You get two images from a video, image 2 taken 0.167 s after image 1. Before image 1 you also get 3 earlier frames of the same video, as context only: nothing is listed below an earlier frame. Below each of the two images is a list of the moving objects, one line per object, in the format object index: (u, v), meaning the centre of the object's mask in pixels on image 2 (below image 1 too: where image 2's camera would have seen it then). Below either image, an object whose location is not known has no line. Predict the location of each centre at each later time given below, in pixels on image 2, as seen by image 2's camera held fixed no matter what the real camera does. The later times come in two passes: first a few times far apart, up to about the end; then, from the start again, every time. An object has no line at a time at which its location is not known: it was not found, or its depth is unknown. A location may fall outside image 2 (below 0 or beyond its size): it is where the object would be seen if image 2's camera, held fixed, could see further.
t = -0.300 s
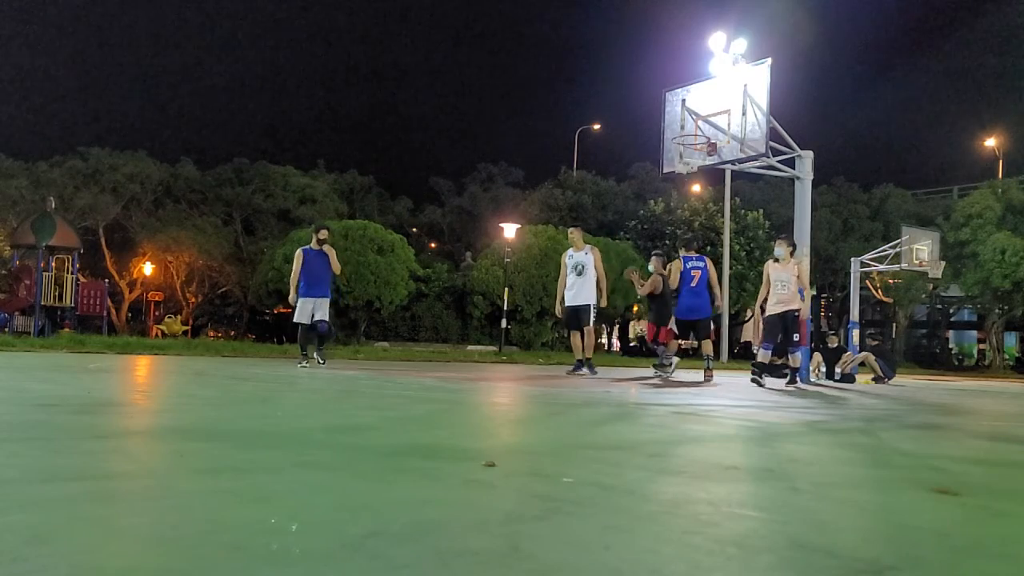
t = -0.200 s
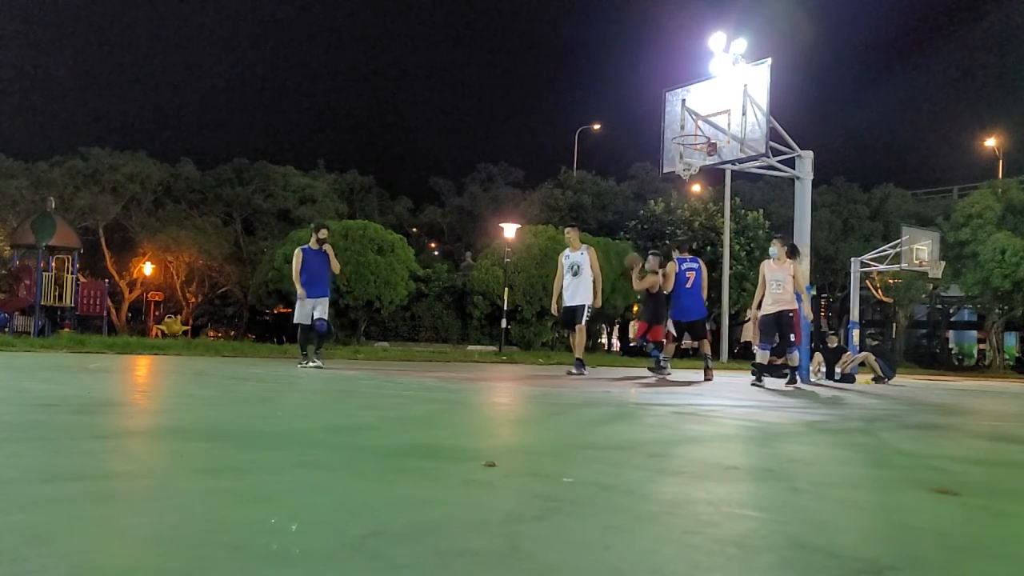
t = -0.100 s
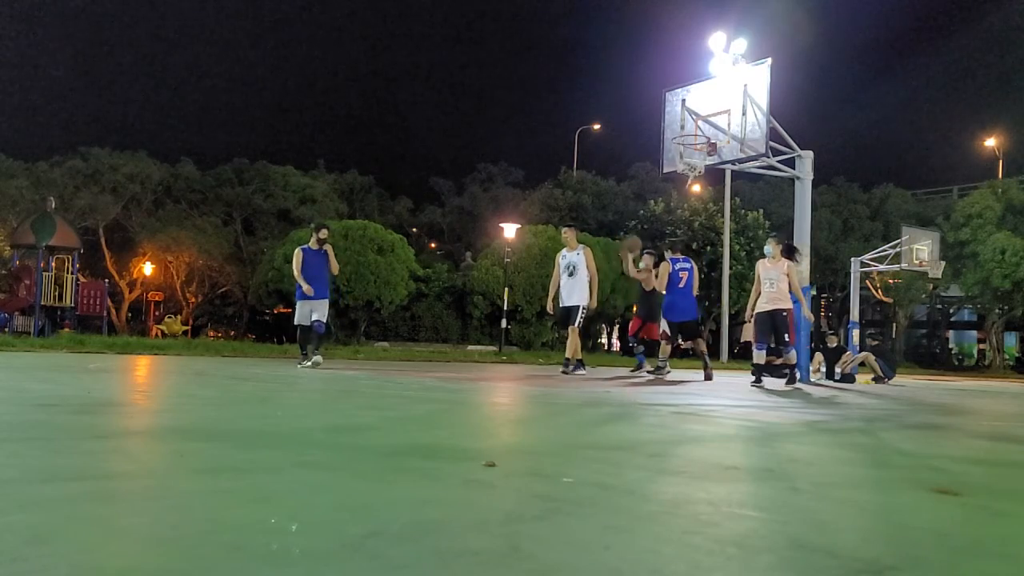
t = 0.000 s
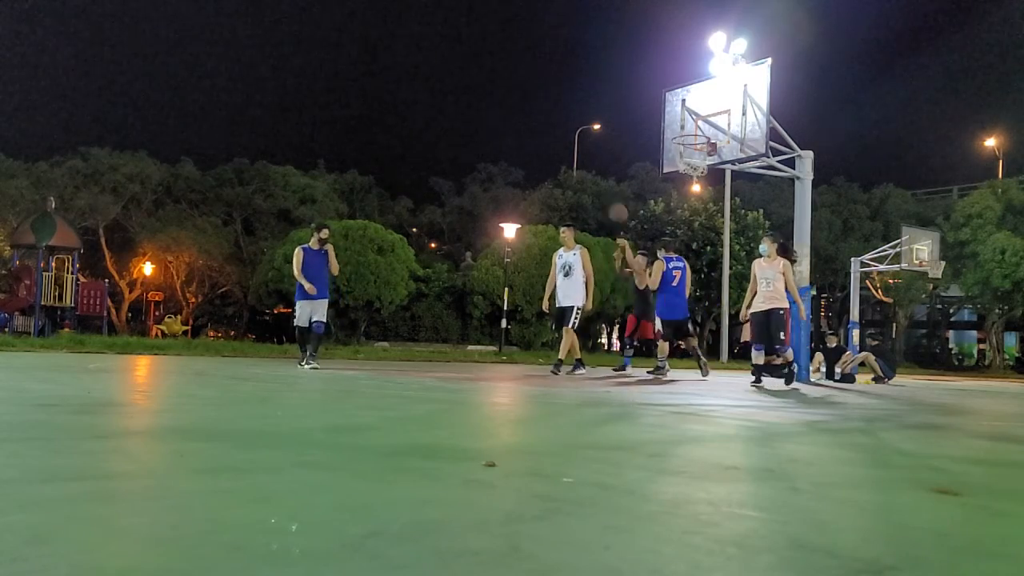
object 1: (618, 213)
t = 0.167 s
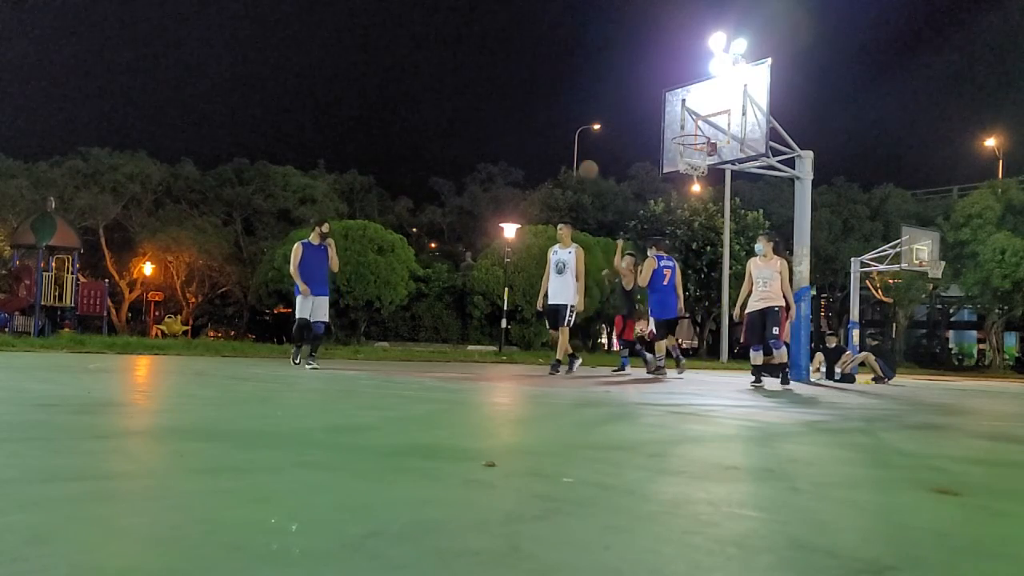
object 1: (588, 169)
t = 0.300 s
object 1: (562, 147)
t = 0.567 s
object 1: (503, 140)
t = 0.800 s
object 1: (442, 184)
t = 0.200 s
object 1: (582, 163)
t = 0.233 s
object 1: (576, 157)
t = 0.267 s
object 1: (569, 151)
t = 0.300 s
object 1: (562, 147)
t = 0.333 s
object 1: (556, 144)
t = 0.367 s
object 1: (548, 140)
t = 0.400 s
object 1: (541, 138)
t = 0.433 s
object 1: (534, 137)
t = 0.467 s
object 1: (526, 136)
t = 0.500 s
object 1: (519, 137)
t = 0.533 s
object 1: (511, 138)
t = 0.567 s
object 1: (503, 140)
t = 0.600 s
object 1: (495, 143)
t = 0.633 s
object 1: (486, 148)
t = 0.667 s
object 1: (478, 153)
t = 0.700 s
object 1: (469, 159)
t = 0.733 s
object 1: (460, 166)
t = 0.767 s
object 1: (451, 175)
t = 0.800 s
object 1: (442, 184)
